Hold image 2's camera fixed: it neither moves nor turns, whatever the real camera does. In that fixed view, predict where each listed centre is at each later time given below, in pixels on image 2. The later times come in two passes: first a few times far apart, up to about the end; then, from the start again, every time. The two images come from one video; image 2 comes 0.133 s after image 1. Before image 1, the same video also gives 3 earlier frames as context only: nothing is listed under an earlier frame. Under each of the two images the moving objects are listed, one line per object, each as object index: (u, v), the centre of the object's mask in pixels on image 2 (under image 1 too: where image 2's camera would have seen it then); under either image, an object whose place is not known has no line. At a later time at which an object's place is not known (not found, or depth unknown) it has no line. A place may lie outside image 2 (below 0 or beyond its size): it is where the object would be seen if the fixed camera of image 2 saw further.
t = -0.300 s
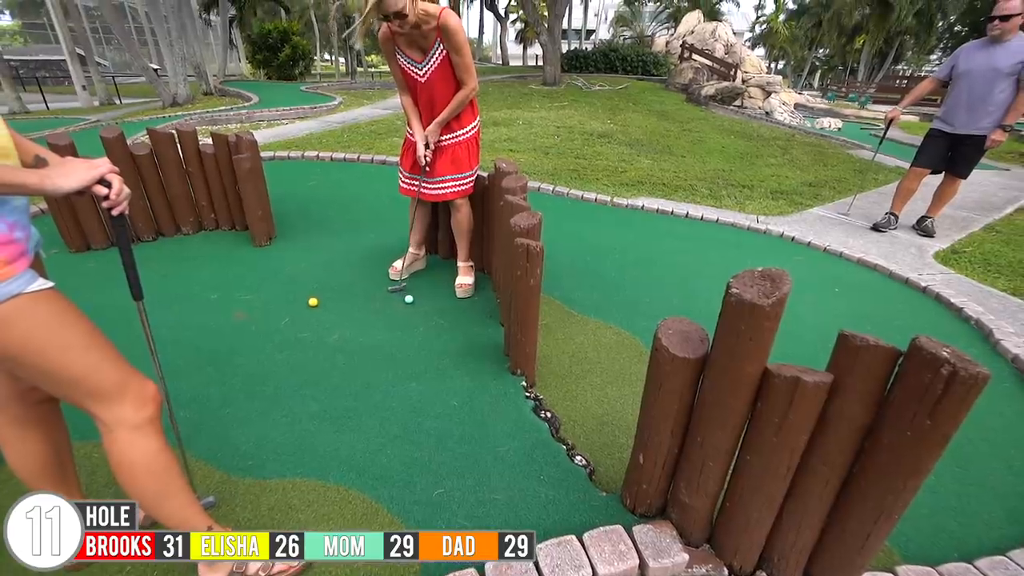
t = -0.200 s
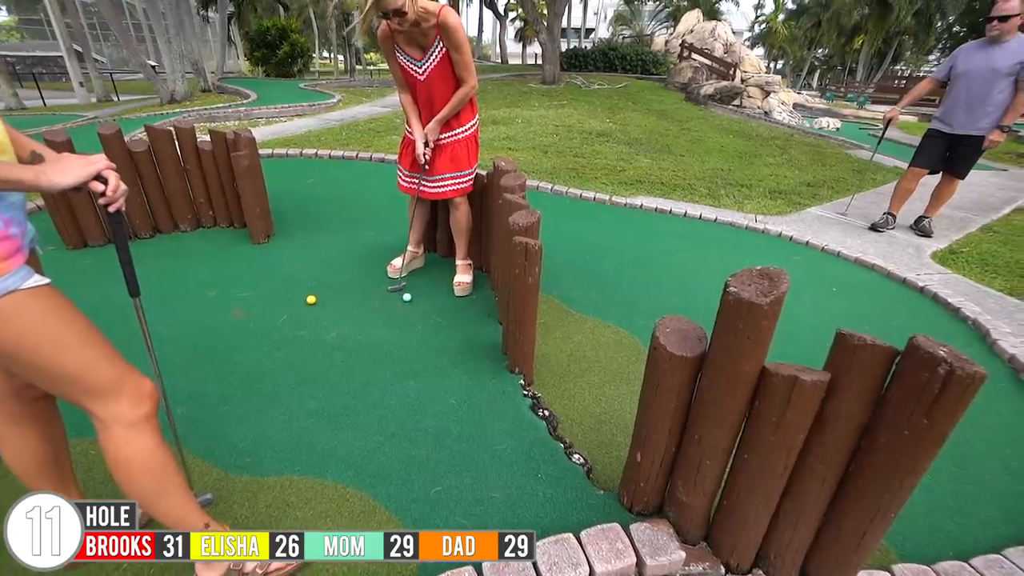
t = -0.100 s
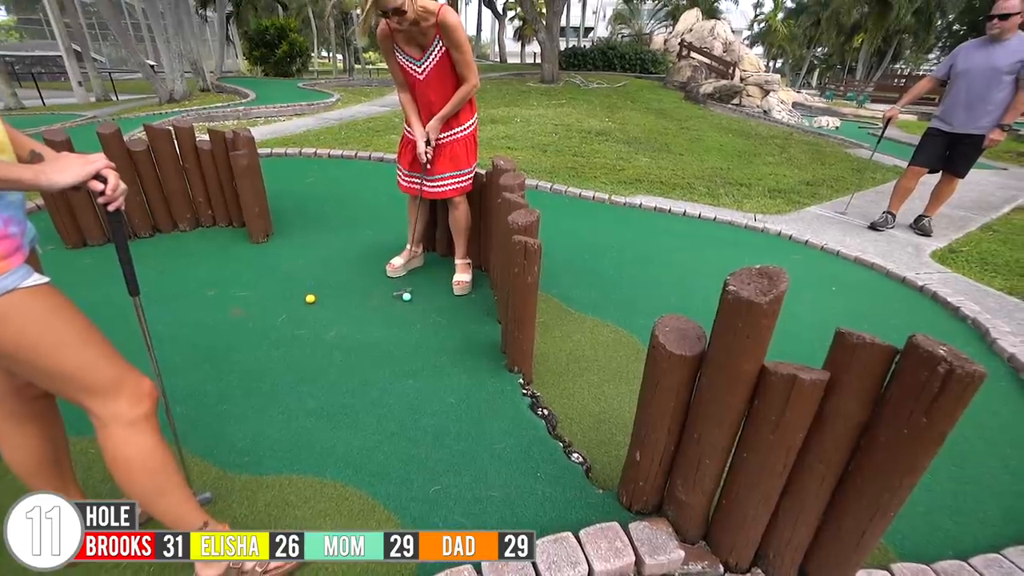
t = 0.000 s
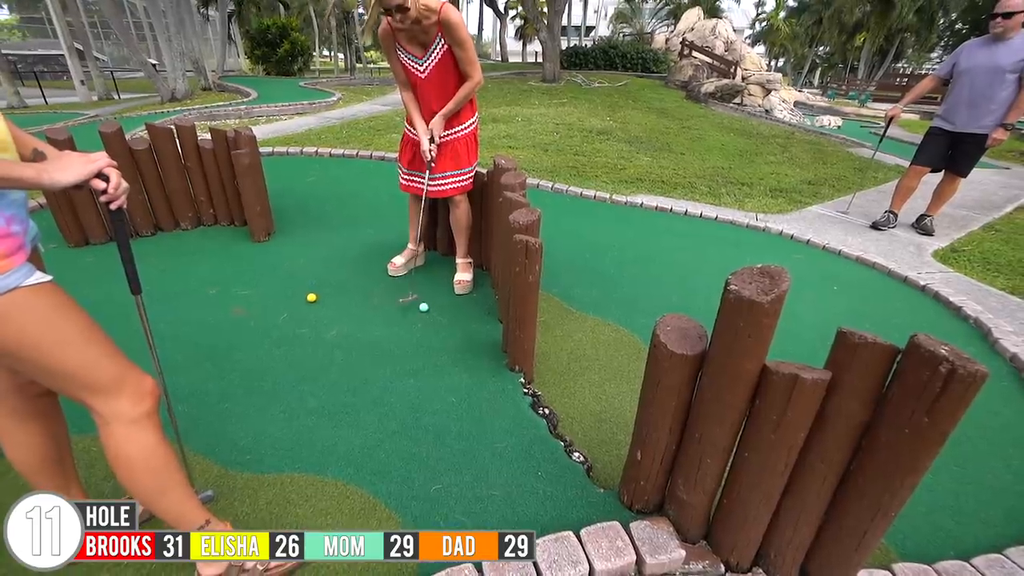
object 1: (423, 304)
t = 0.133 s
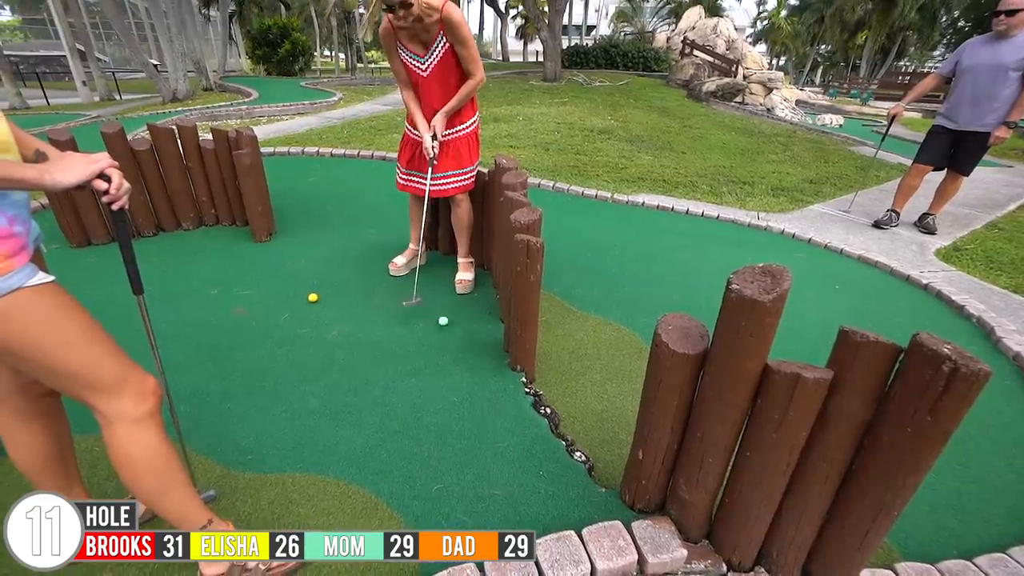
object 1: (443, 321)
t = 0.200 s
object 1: (452, 327)
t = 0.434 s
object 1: (484, 356)
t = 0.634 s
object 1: (515, 385)
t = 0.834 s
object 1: (551, 415)
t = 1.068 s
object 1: (602, 461)
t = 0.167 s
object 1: (447, 324)
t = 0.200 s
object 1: (452, 327)
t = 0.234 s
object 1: (456, 331)
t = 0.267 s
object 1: (461, 335)
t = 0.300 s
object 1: (465, 339)
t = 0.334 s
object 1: (470, 343)
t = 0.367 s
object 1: (474, 347)
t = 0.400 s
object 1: (479, 352)
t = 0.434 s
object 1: (484, 356)
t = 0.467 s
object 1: (489, 361)
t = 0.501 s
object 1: (494, 365)
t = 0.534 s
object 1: (500, 370)
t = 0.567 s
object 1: (505, 375)
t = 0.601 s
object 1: (509, 380)
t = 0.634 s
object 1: (515, 385)
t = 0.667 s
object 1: (520, 391)
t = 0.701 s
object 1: (525, 396)
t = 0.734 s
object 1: (530, 402)
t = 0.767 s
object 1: (537, 408)
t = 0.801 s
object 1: (544, 411)
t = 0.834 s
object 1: (551, 415)
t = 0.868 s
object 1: (558, 422)
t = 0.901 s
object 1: (565, 431)
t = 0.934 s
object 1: (572, 437)
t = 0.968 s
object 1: (578, 442)
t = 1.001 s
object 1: (586, 448)
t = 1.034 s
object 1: (594, 454)
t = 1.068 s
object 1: (602, 461)
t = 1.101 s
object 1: (610, 470)
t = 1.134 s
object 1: (617, 479)
